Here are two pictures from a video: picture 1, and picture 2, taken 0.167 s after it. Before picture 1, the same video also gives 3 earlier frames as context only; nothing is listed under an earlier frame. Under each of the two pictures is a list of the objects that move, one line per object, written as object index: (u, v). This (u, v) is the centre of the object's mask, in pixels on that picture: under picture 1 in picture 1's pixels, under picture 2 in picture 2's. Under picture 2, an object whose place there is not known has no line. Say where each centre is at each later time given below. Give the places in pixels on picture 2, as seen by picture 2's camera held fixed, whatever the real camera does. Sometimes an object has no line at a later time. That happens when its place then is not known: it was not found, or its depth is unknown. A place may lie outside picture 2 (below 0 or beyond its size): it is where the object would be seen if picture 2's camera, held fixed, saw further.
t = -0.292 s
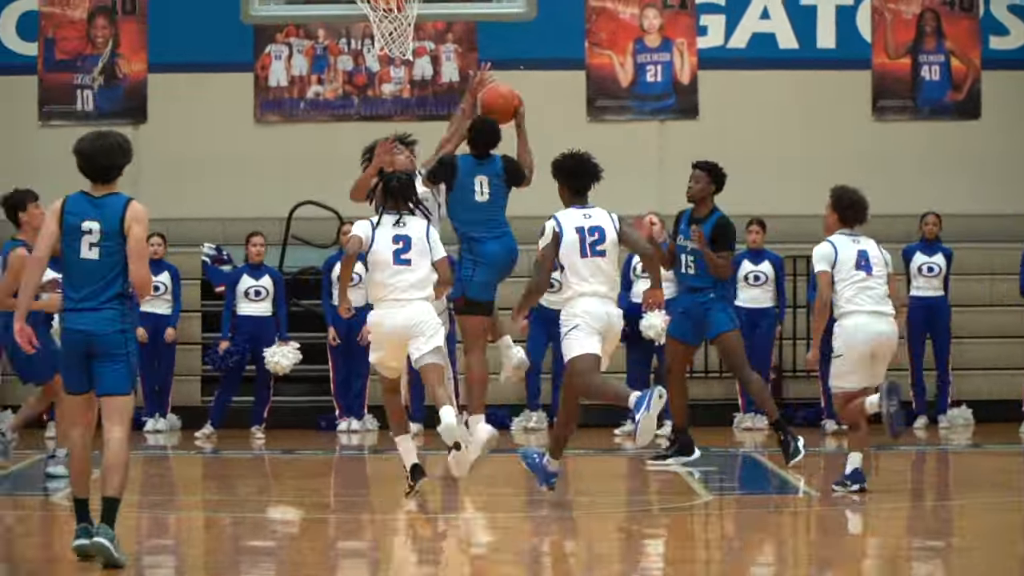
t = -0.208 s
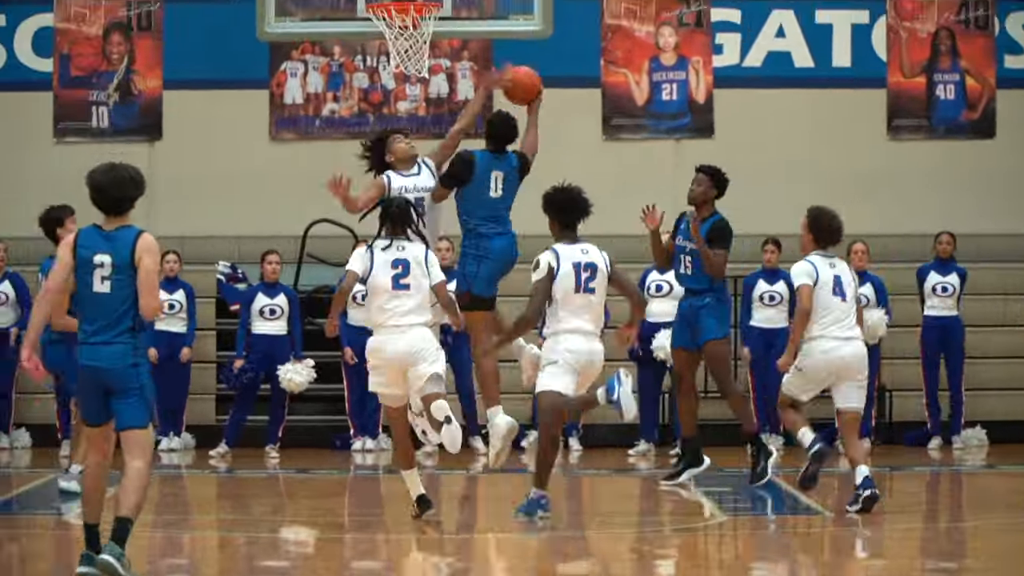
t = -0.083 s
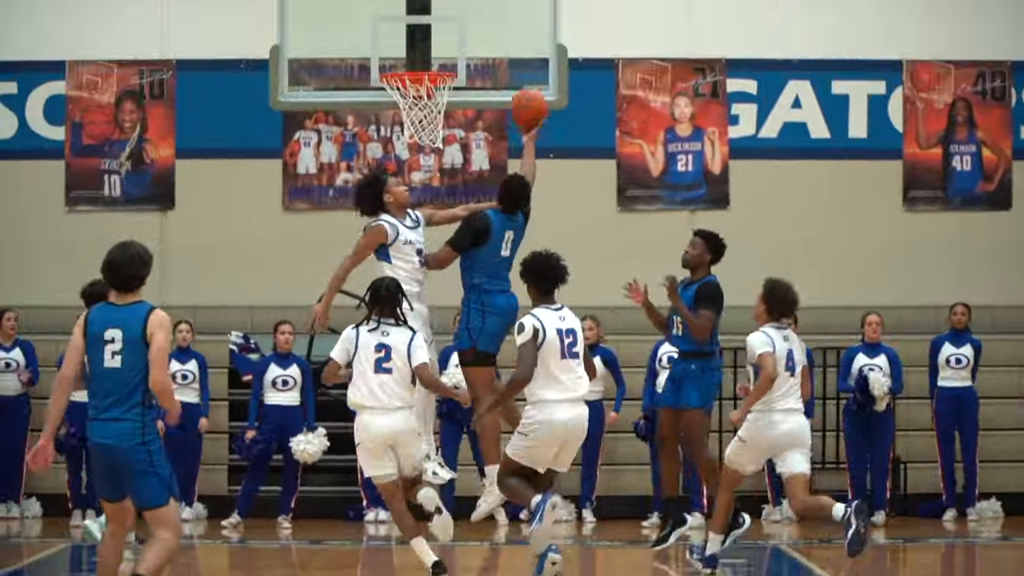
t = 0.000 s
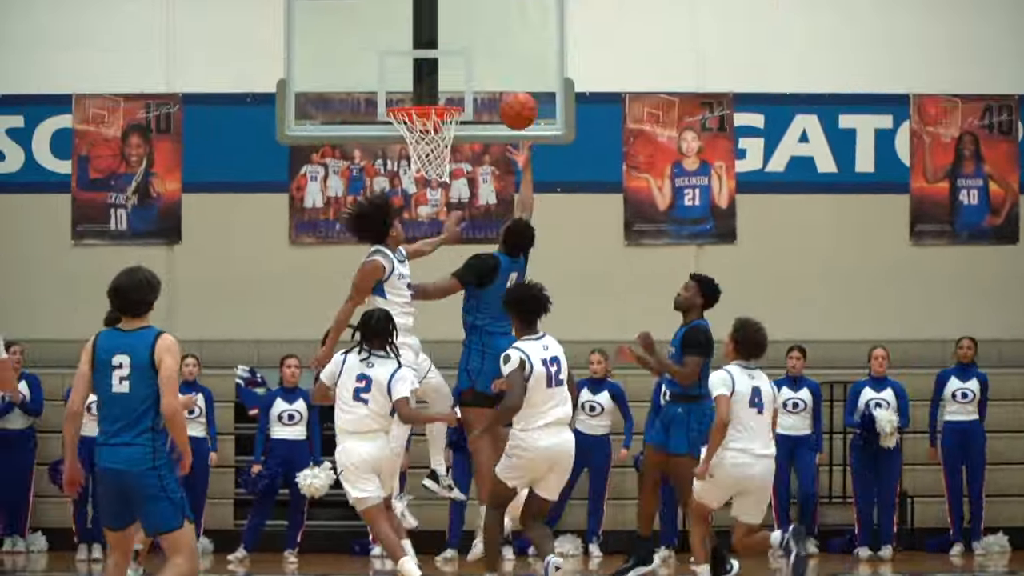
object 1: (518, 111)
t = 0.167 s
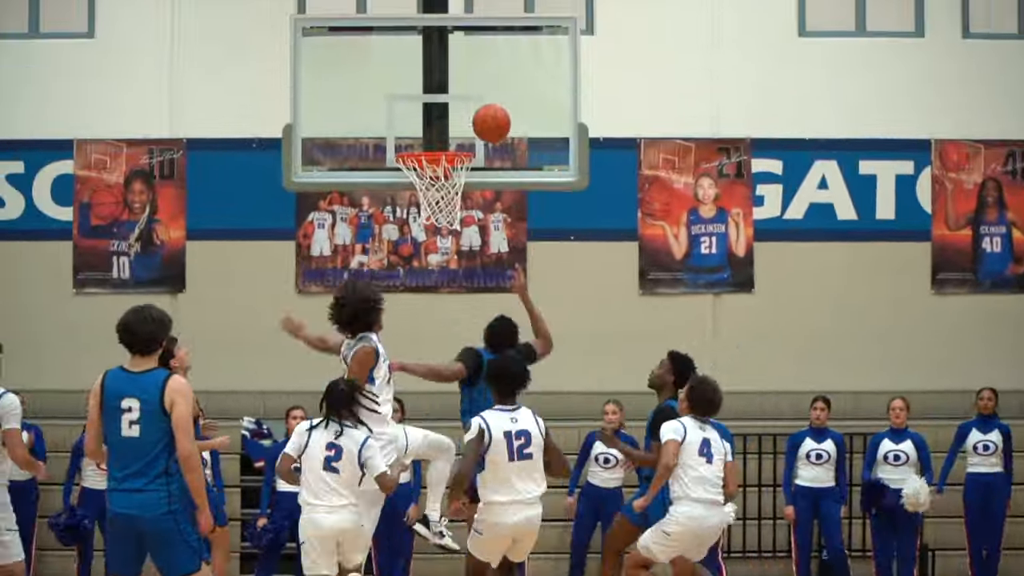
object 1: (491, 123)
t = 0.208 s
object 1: (481, 120)
